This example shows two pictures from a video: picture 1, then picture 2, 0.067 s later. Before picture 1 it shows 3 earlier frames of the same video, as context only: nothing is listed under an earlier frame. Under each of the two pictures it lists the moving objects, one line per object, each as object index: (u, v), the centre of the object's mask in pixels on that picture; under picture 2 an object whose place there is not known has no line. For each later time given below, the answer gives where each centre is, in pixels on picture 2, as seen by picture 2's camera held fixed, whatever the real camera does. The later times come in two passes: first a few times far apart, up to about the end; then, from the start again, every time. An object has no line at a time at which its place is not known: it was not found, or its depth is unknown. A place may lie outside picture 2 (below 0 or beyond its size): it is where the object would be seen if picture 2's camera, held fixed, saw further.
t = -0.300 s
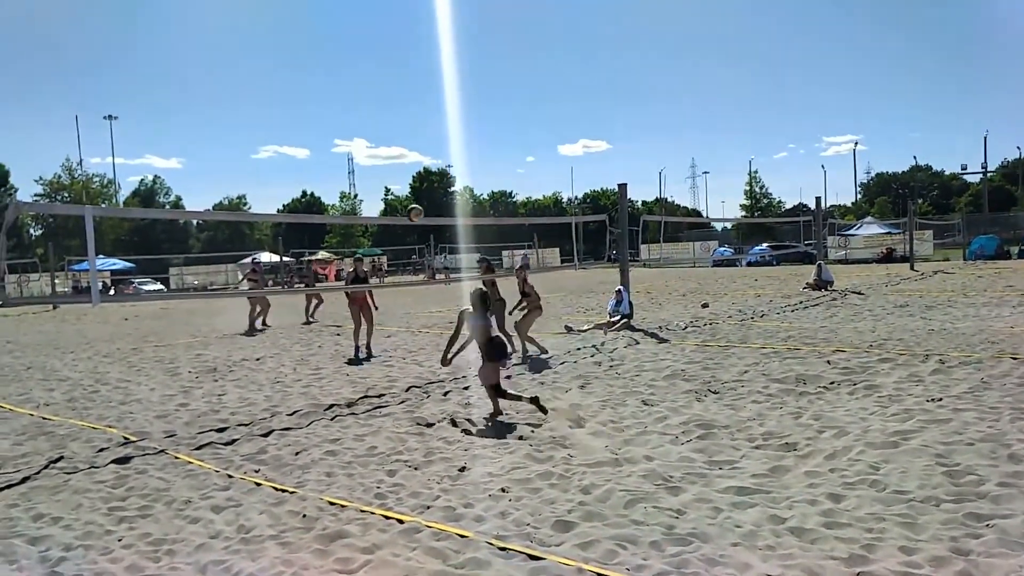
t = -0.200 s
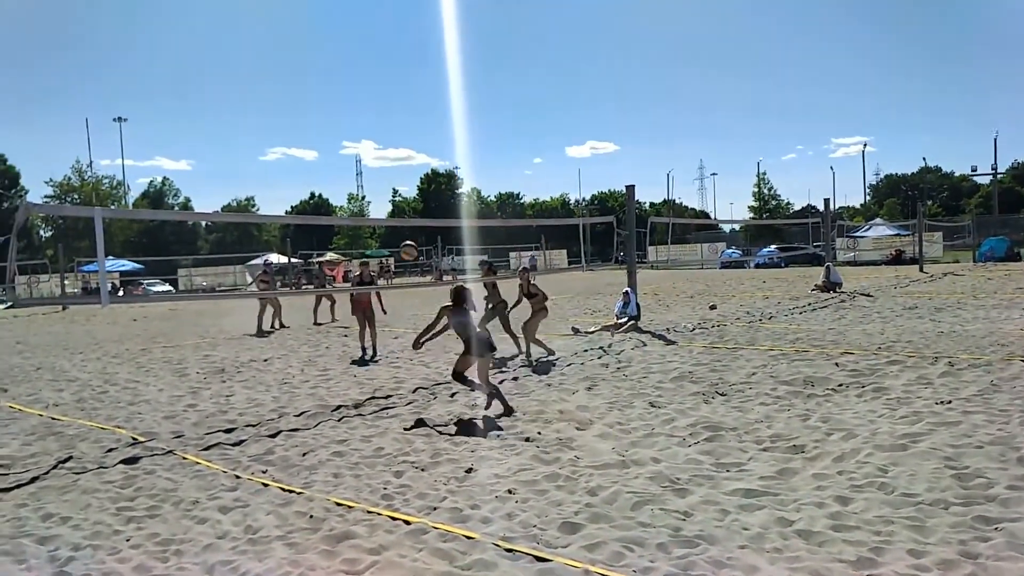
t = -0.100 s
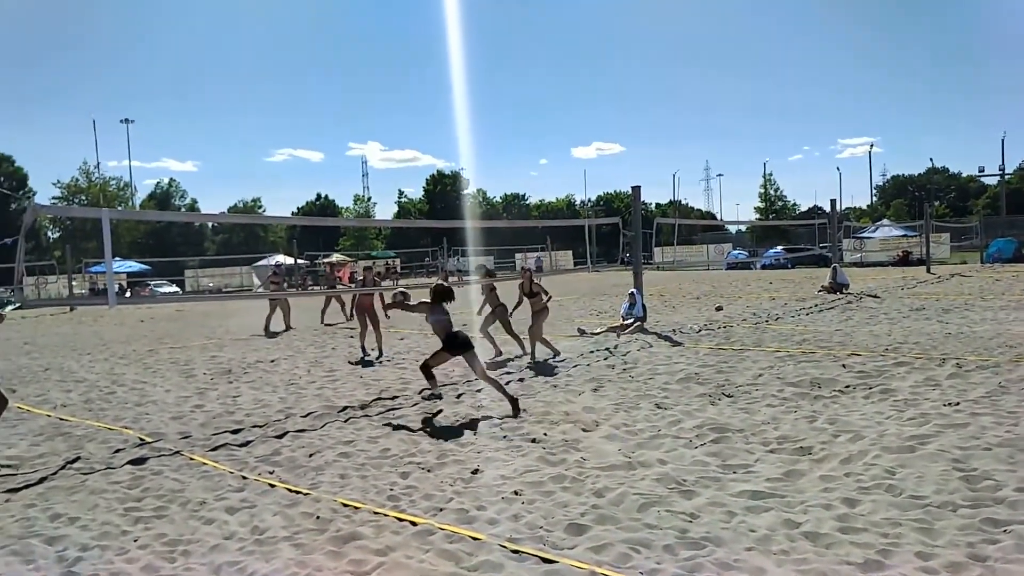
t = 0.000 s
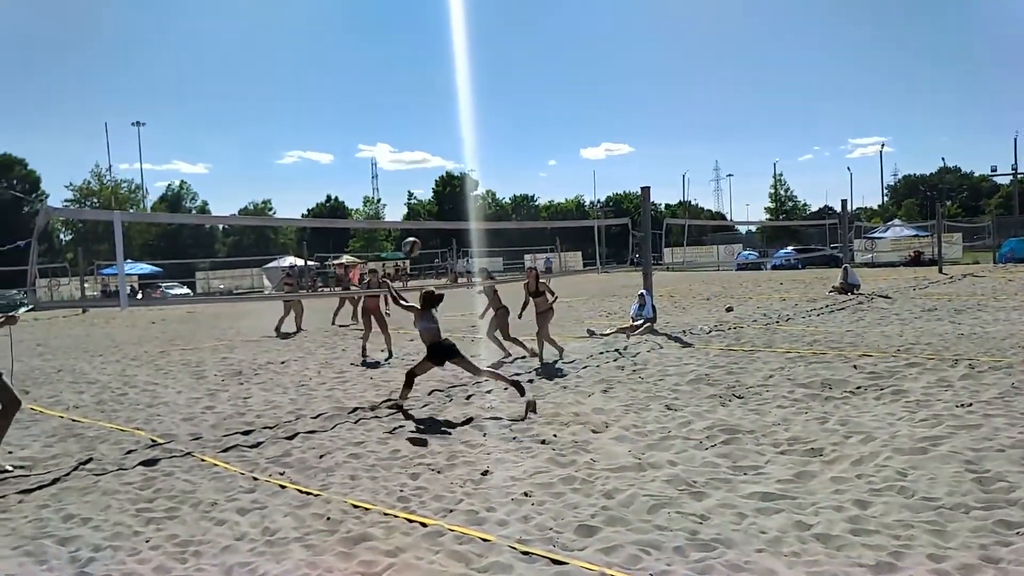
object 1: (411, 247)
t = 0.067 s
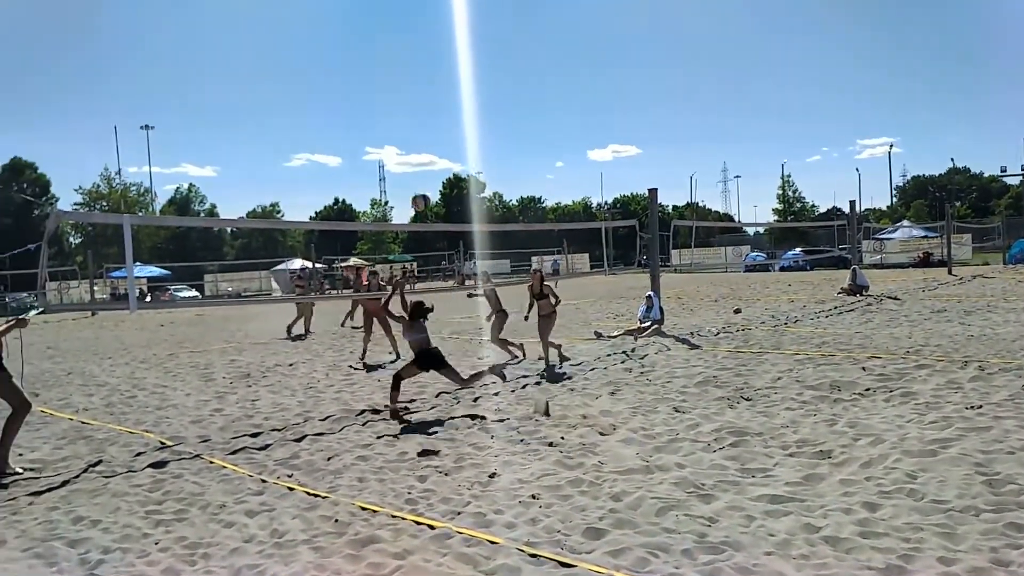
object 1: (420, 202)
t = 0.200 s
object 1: (426, 138)
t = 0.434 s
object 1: (437, 68)
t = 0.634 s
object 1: (447, 42)
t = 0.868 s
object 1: (470, 56)
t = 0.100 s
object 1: (422, 185)
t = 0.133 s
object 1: (423, 168)
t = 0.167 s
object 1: (425, 153)
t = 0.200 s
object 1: (426, 138)
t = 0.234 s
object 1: (427, 125)
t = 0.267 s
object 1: (429, 112)
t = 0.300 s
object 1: (431, 101)
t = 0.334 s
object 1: (433, 90)
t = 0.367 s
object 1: (433, 85)
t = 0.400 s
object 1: (435, 76)
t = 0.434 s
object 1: (437, 68)
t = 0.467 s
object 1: (440, 58)
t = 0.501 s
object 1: (442, 53)
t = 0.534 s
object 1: (444, 48)
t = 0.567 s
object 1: (445, 45)
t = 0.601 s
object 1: (446, 43)
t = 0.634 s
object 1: (447, 42)
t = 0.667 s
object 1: (454, 40)
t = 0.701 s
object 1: (456, 40)
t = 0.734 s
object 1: (459, 42)
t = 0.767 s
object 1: (462, 45)
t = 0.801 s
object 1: (467, 48)
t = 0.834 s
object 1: (468, 50)
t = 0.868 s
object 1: (470, 56)
